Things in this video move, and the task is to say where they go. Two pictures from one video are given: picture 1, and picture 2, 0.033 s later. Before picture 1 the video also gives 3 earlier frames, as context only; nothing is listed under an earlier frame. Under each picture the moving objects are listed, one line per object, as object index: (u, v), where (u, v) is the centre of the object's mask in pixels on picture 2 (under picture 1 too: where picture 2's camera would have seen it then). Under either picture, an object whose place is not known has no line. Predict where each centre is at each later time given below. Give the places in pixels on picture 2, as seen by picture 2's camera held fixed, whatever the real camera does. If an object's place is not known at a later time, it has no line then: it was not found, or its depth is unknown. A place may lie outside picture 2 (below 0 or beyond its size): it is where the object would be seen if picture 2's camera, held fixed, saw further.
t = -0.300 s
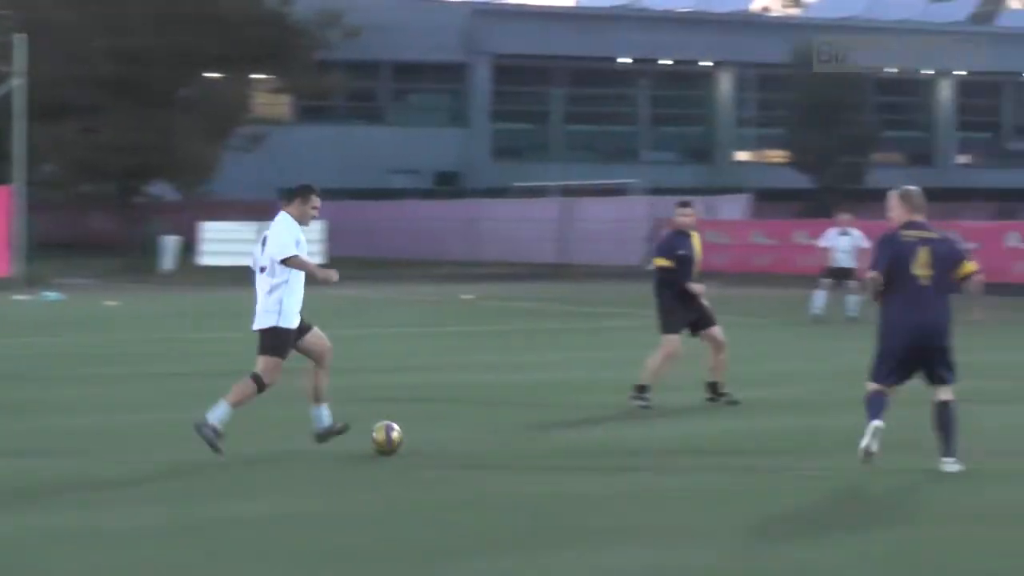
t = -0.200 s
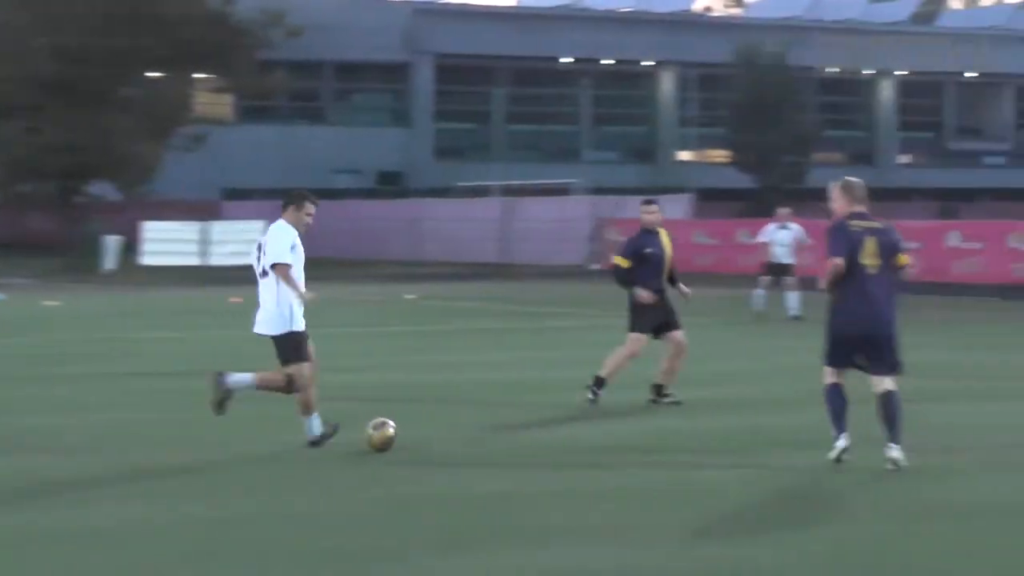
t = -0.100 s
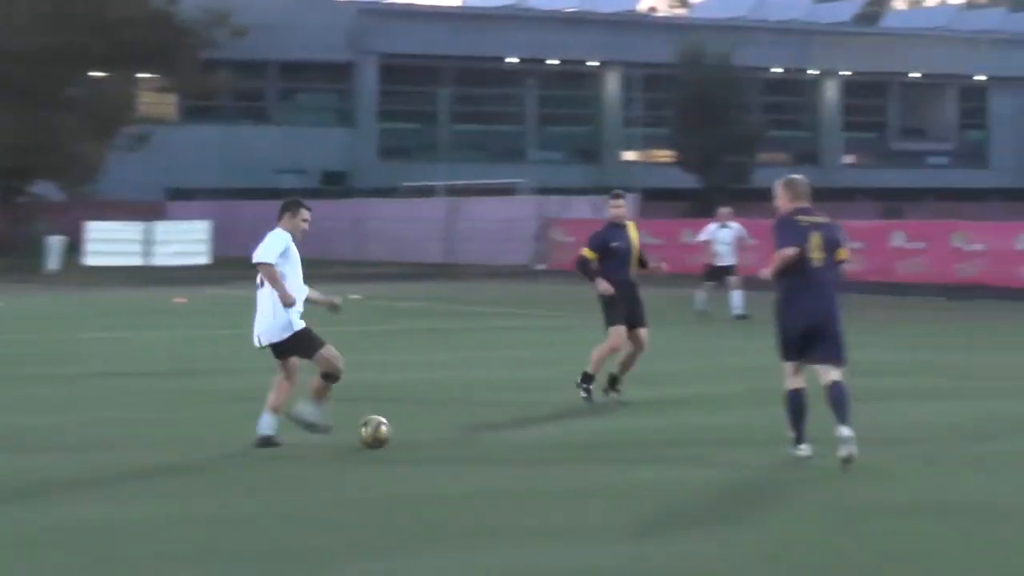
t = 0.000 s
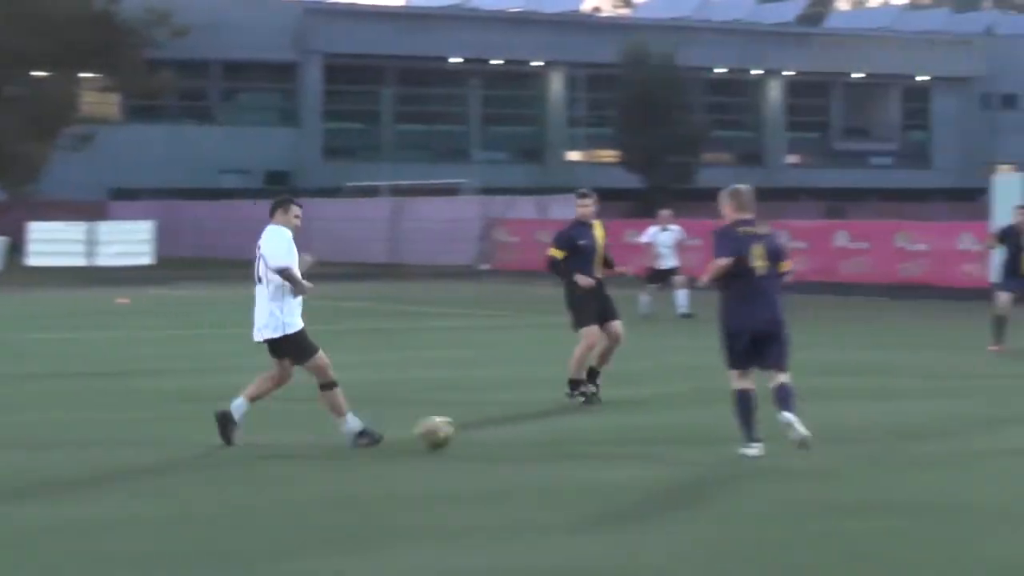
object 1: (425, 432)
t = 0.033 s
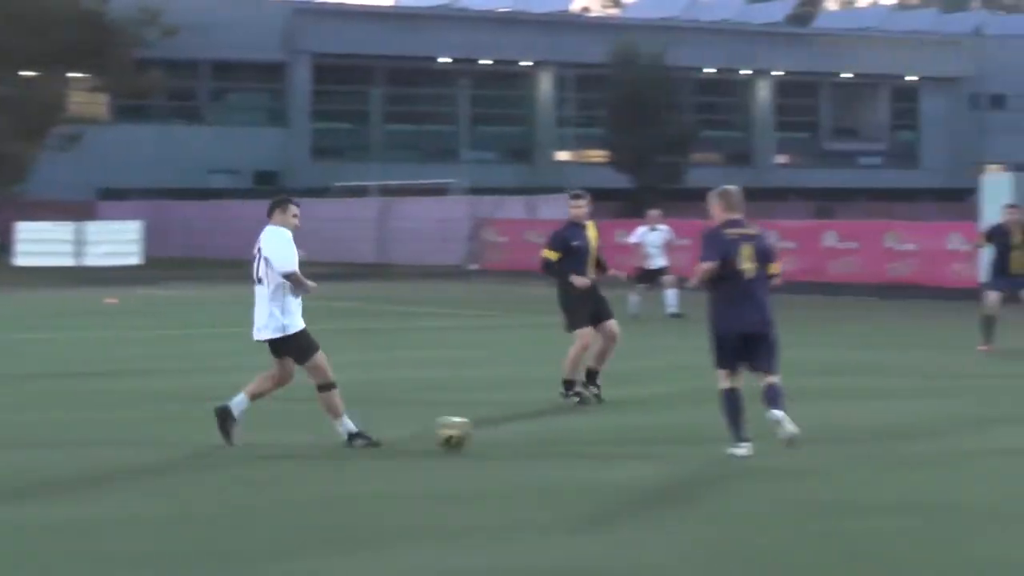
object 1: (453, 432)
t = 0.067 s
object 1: (507, 436)
